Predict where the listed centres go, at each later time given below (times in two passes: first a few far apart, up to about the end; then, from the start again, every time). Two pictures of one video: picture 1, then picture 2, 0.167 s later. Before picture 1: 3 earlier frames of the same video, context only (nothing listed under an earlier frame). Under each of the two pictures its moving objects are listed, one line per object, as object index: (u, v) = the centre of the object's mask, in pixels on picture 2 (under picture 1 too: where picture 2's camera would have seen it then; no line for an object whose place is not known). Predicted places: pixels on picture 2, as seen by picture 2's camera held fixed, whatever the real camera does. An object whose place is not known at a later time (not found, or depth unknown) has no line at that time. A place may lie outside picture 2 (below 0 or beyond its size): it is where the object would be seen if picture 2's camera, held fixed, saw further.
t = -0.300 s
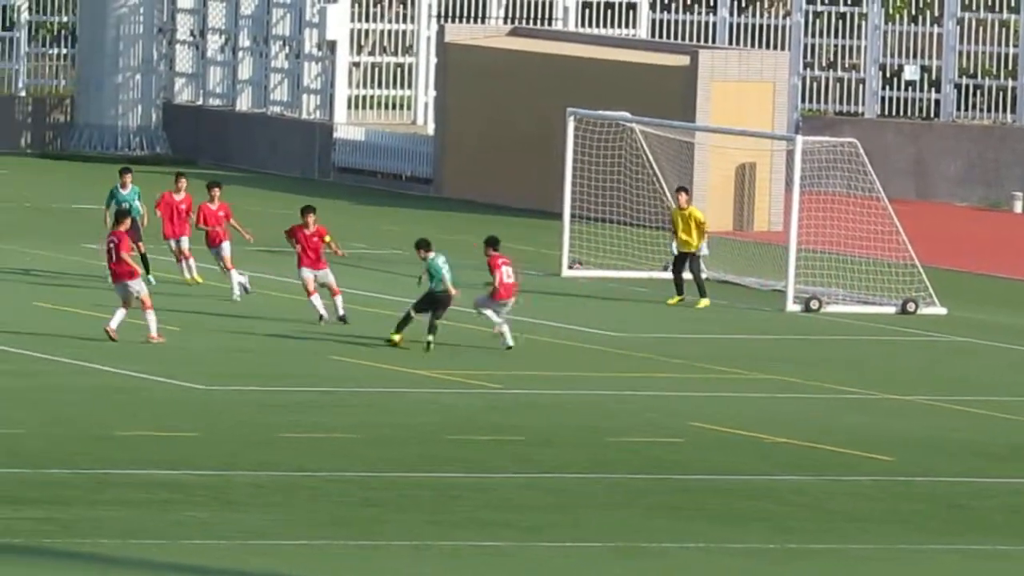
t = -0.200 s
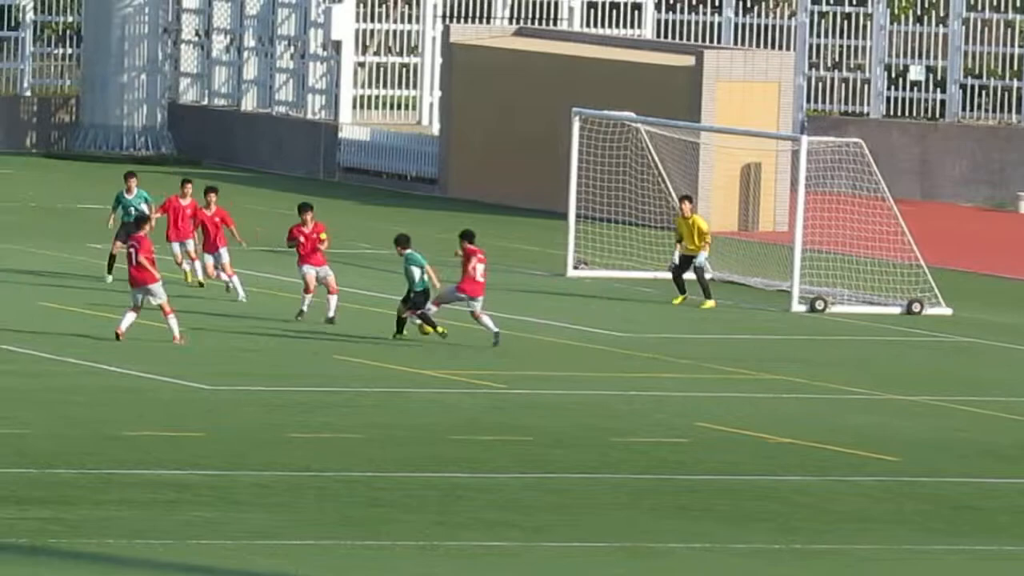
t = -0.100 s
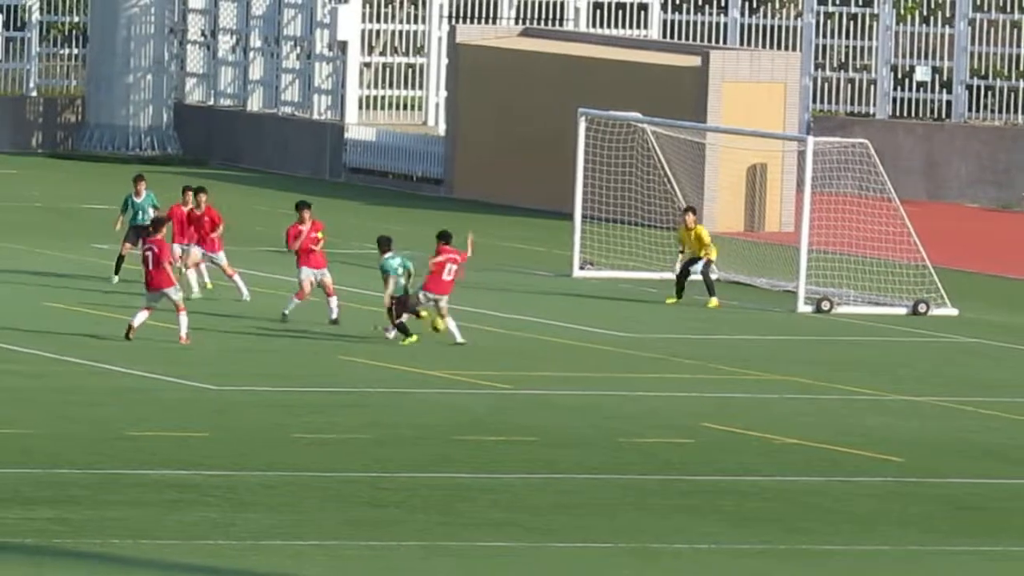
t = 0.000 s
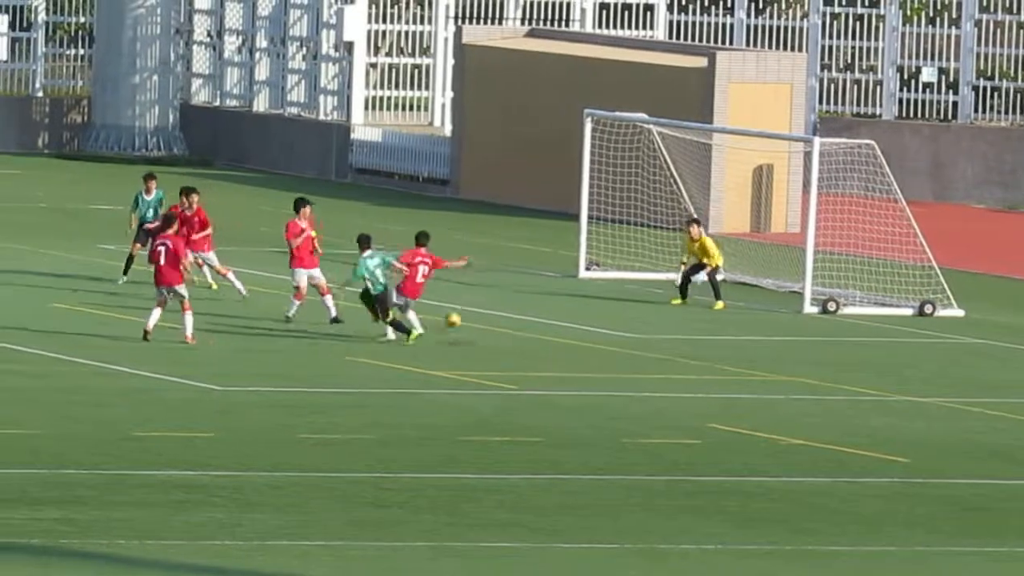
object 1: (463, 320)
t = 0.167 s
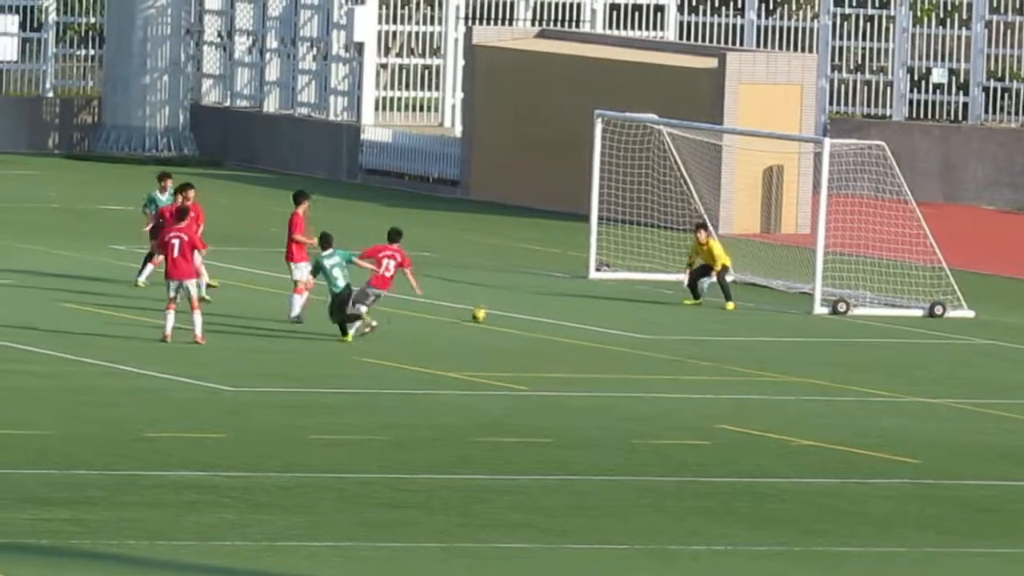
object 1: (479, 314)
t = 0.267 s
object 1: (486, 308)
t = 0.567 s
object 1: (511, 299)
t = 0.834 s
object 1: (522, 293)
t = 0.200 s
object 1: (481, 312)
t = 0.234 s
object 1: (485, 310)
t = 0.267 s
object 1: (486, 308)
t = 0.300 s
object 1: (490, 307)
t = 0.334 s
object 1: (493, 307)
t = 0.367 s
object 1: (496, 307)
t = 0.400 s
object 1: (499, 304)
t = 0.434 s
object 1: (501, 302)
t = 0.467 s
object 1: (503, 302)
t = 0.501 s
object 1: (506, 302)
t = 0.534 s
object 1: (509, 302)
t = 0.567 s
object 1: (511, 299)
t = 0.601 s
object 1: (513, 298)
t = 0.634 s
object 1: (515, 297)
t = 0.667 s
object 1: (517, 297)
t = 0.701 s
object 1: (519, 296)
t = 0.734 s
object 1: (519, 294)
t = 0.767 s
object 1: (520, 293)
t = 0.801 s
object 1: (522, 293)
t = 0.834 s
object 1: (522, 293)
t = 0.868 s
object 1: (524, 292)
